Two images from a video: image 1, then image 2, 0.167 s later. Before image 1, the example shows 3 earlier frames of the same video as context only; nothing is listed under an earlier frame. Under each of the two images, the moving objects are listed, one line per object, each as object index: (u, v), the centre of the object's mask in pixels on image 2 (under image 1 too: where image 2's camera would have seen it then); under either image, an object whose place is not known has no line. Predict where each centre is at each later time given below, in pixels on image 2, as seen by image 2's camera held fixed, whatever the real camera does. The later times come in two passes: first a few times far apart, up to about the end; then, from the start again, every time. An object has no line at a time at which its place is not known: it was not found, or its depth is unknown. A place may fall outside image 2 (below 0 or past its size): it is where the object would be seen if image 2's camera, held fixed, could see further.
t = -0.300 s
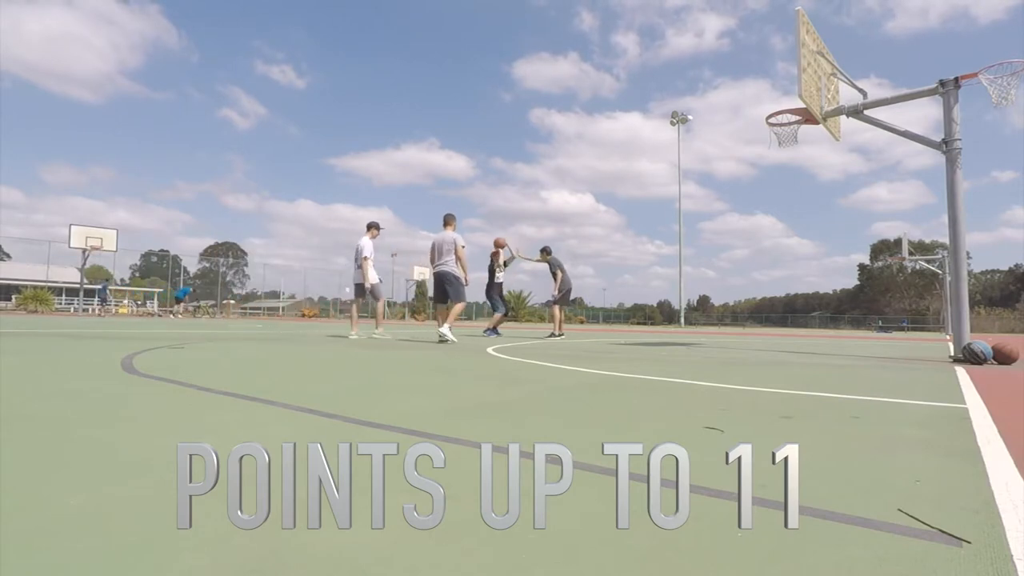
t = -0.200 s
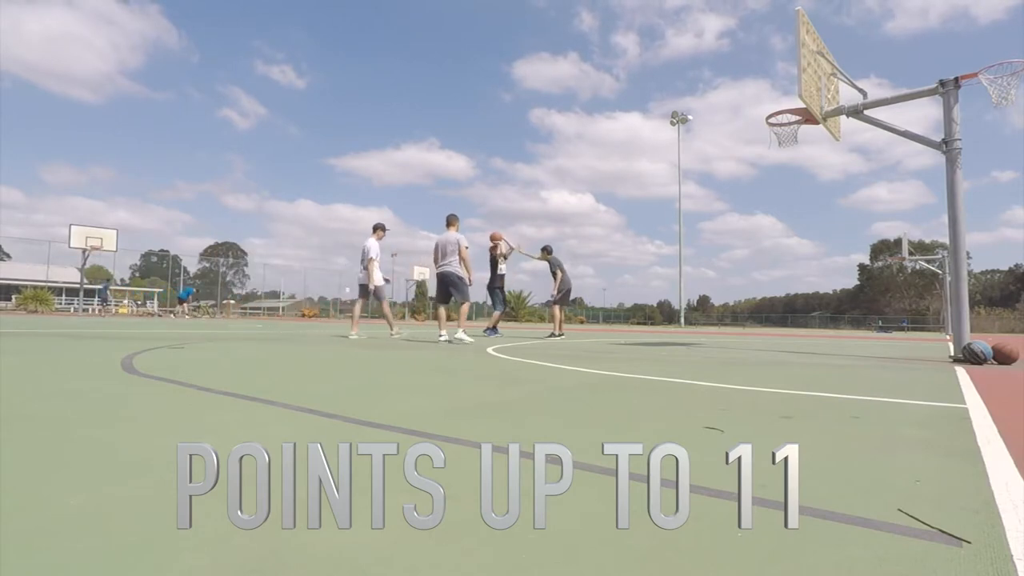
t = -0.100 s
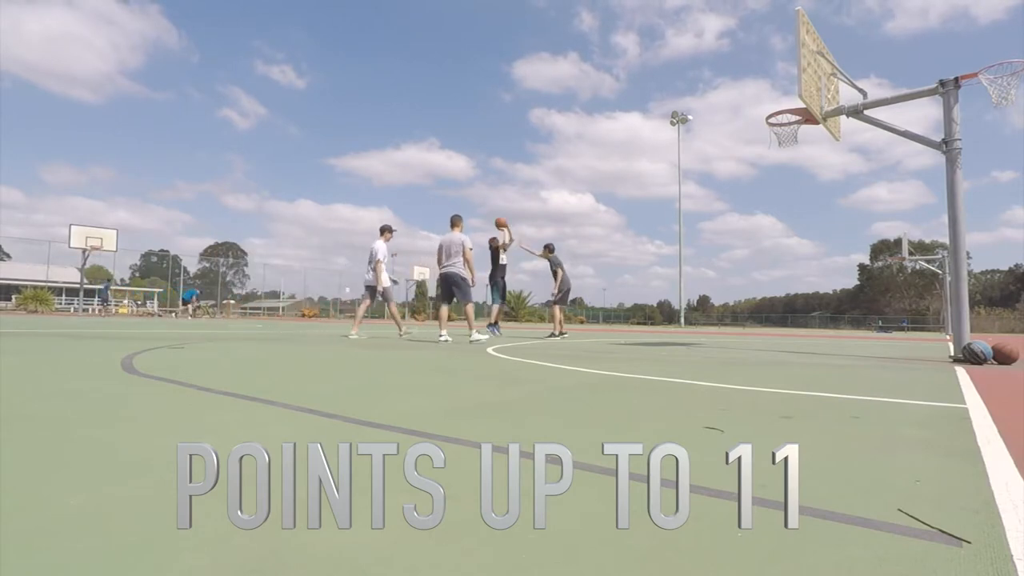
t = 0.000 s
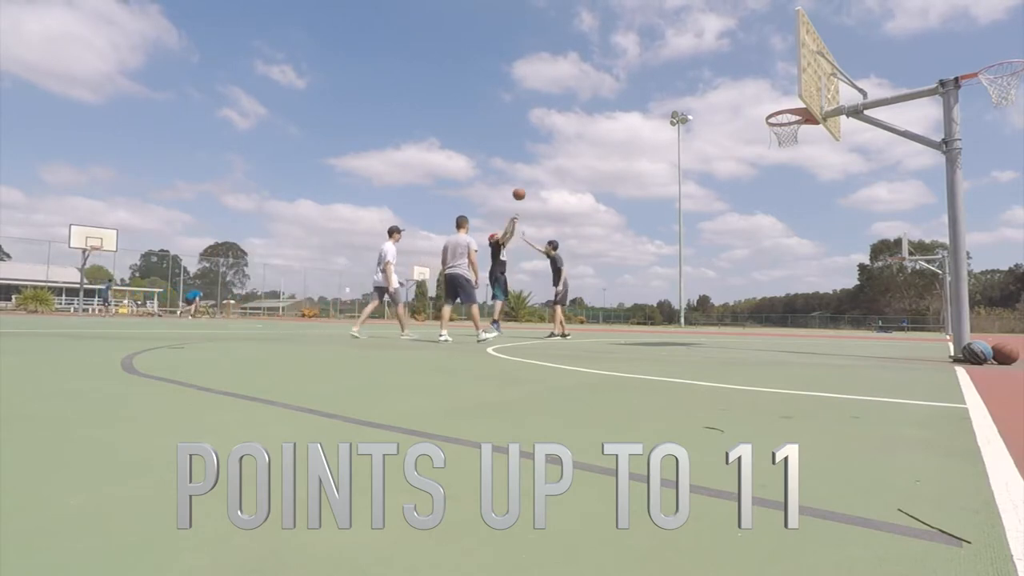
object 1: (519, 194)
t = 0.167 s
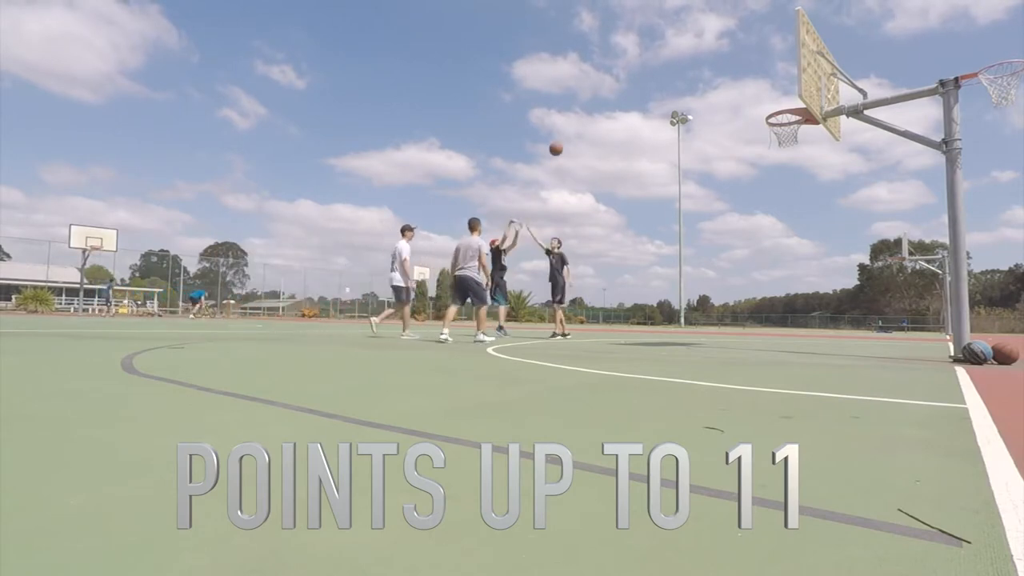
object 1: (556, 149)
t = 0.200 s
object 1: (563, 141)
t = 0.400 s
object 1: (613, 106)
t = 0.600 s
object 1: (670, 91)
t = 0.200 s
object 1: (563, 141)
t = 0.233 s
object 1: (571, 134)
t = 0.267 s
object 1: (579, 127)
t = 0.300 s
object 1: (588, 121)
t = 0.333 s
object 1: (596, 115)
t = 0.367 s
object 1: (604, 110)
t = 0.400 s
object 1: (613, 106)
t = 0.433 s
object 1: (622, 102)
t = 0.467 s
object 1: (631, 99)
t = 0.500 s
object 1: (641, 96)
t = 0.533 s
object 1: (650, 94)
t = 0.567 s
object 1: (660, 92)
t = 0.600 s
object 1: (670, 91)
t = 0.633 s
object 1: (681, 90)
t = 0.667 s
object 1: (692, 91)
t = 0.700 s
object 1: (702, 92)
